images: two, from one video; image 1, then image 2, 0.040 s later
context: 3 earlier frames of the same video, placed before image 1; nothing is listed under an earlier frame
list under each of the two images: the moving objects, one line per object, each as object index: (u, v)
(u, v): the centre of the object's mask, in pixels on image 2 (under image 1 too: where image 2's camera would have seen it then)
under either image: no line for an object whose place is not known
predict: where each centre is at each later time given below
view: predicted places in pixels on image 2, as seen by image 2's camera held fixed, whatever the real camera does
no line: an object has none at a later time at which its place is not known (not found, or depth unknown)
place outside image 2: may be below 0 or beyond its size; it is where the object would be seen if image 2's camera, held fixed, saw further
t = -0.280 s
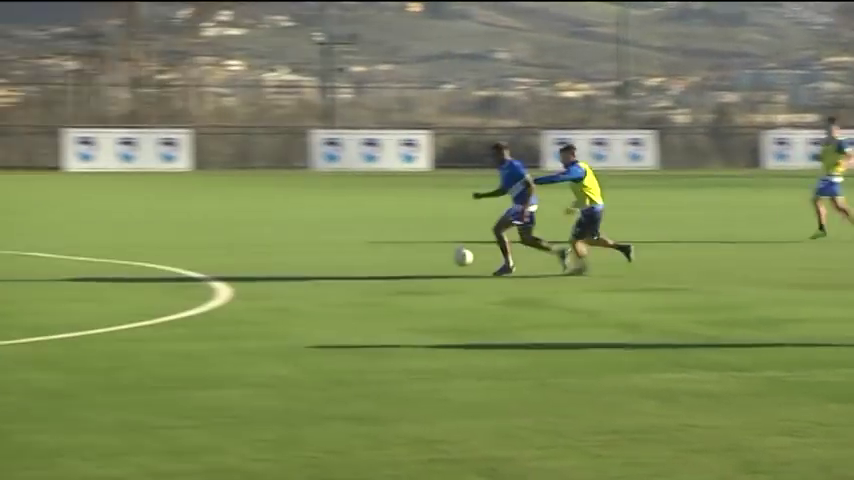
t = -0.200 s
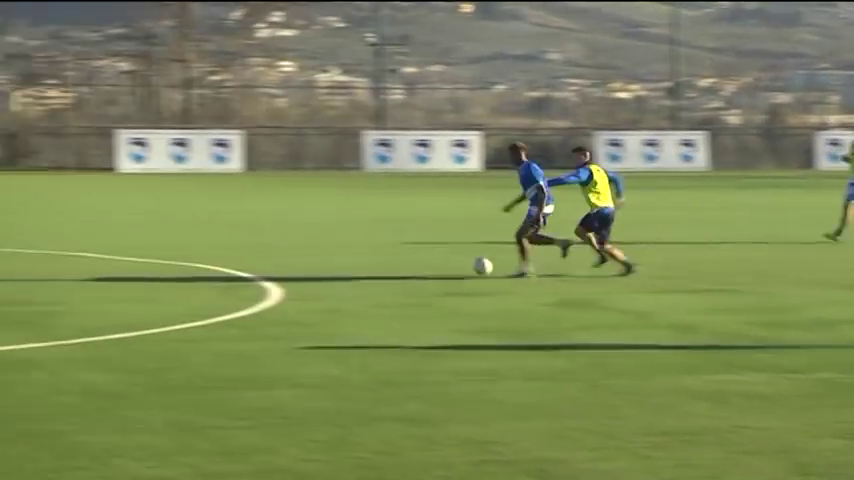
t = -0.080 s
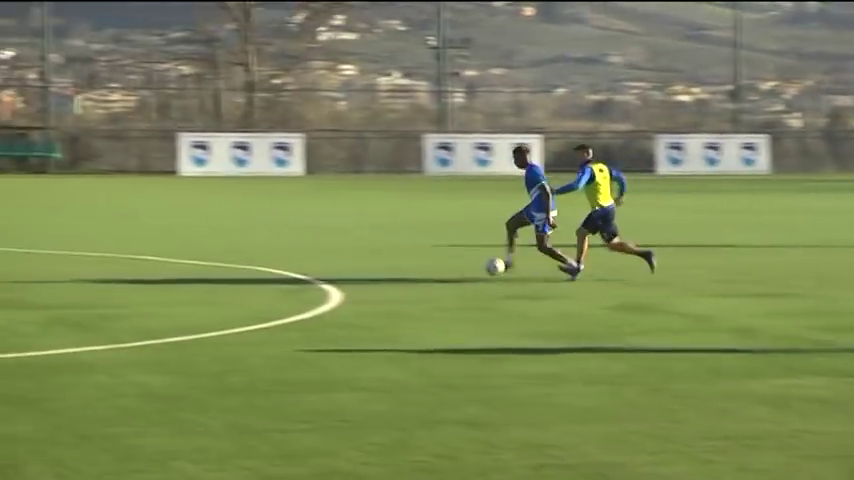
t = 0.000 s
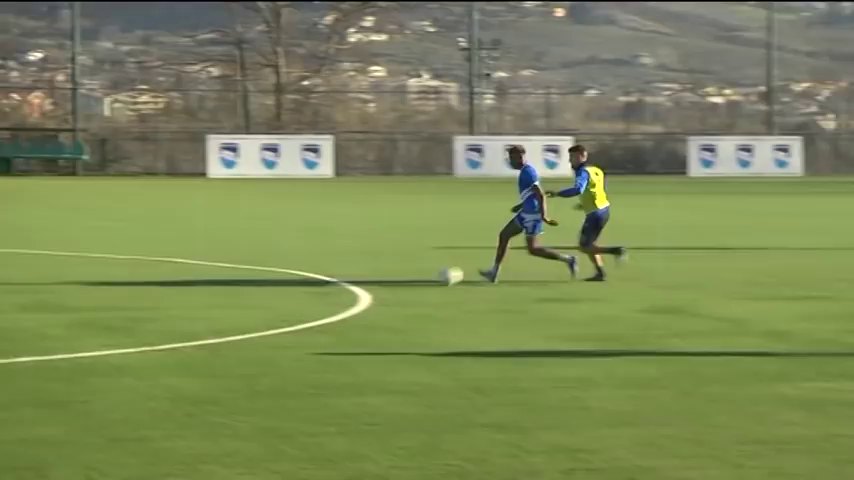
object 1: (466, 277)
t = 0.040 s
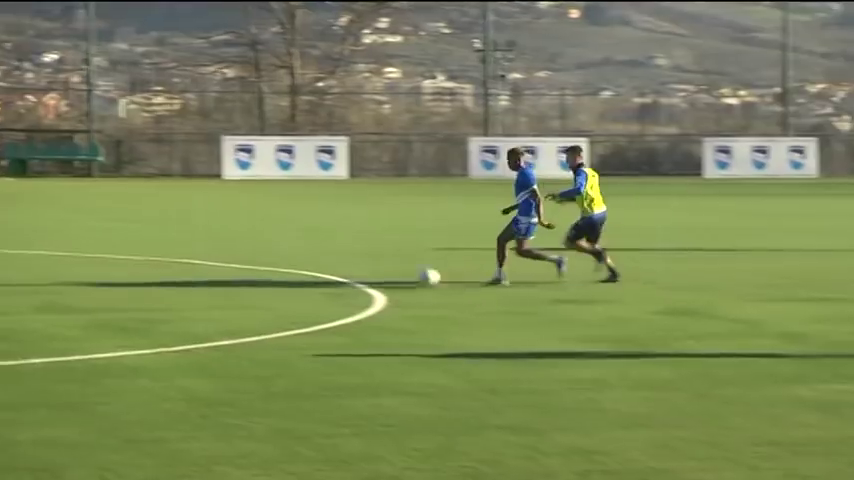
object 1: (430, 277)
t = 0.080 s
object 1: (396, 274)
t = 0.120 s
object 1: (361, 273)
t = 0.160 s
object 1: (326, 274)
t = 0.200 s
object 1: (291, 275)
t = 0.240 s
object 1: (259, 279)
